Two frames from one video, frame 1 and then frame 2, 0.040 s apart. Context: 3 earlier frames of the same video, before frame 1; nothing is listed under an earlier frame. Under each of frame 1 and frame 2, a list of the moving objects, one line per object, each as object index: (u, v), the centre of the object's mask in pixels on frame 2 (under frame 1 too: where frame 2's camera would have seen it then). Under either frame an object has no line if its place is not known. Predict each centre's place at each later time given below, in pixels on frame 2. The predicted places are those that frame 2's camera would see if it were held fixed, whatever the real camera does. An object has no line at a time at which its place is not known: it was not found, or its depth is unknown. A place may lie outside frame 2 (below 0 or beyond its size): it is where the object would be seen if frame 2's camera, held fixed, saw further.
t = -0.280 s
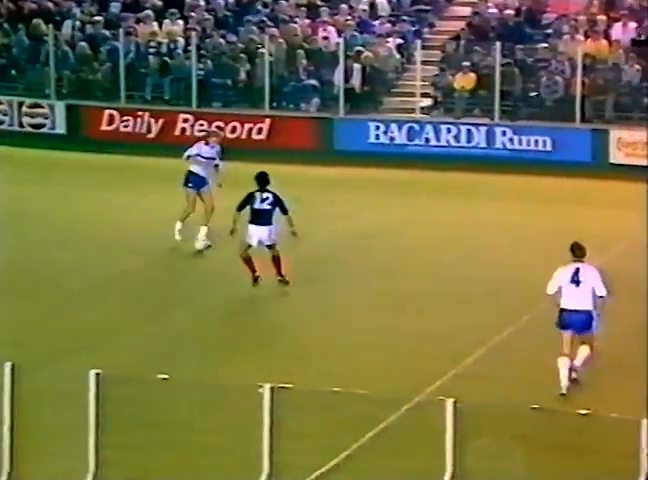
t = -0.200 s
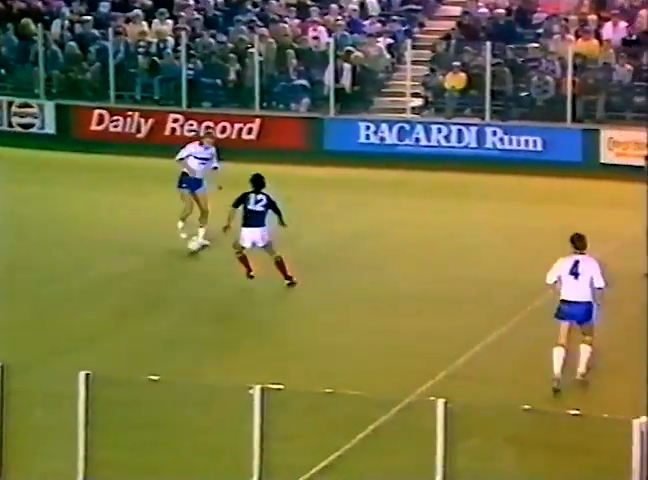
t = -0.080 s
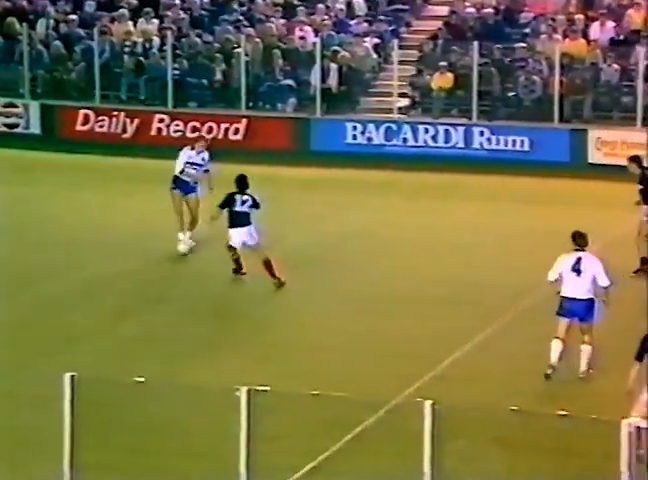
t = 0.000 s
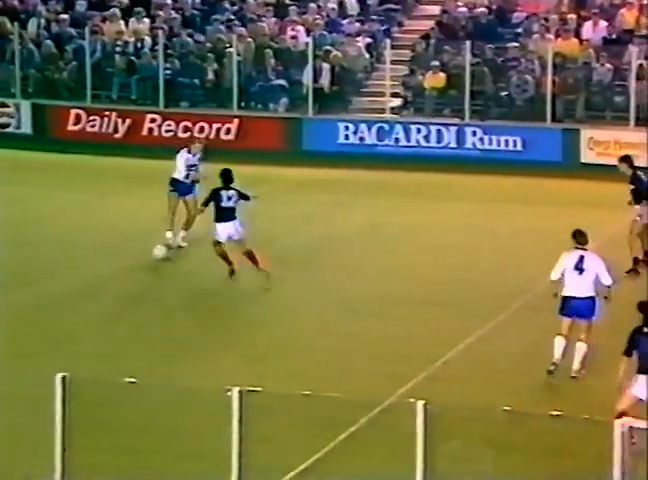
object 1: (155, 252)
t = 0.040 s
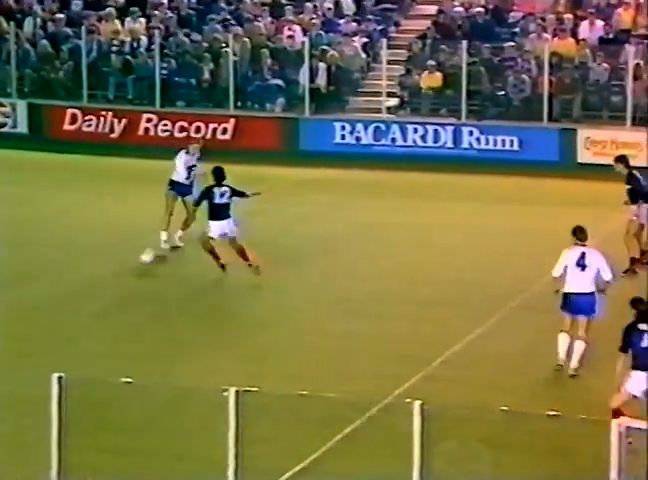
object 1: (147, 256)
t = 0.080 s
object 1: (138, 261)
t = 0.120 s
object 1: (129, 268)
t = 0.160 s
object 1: (121, 270)
